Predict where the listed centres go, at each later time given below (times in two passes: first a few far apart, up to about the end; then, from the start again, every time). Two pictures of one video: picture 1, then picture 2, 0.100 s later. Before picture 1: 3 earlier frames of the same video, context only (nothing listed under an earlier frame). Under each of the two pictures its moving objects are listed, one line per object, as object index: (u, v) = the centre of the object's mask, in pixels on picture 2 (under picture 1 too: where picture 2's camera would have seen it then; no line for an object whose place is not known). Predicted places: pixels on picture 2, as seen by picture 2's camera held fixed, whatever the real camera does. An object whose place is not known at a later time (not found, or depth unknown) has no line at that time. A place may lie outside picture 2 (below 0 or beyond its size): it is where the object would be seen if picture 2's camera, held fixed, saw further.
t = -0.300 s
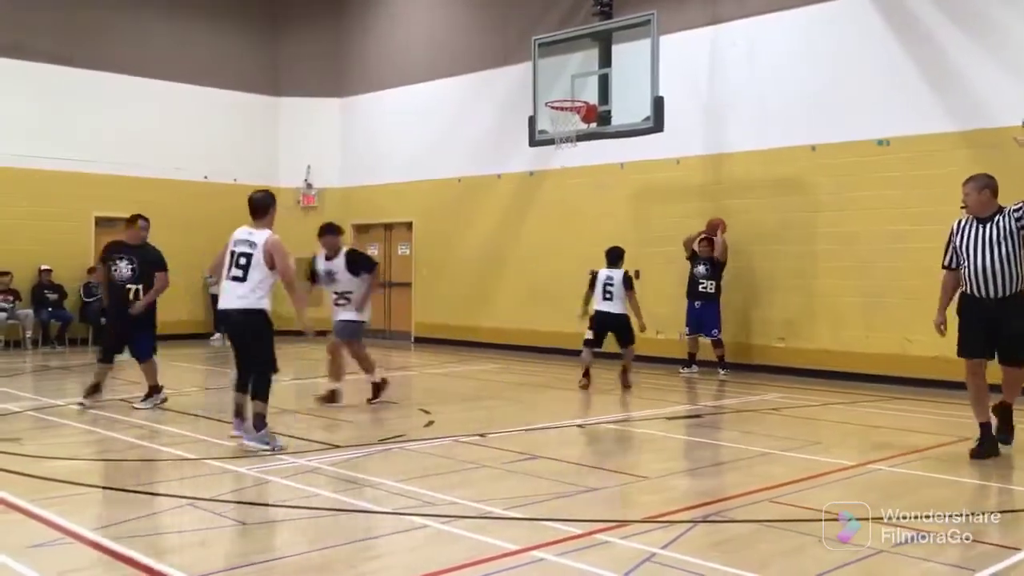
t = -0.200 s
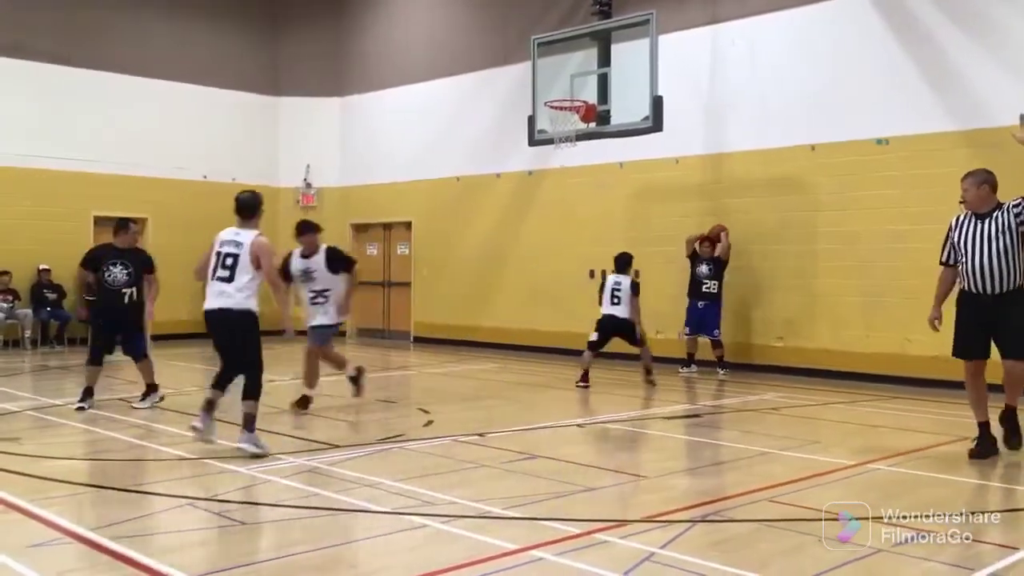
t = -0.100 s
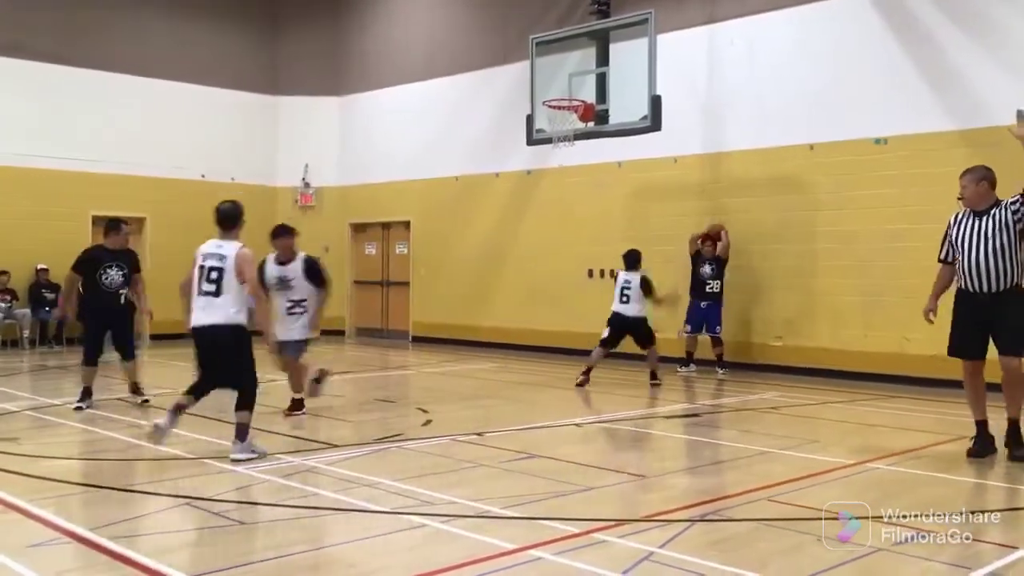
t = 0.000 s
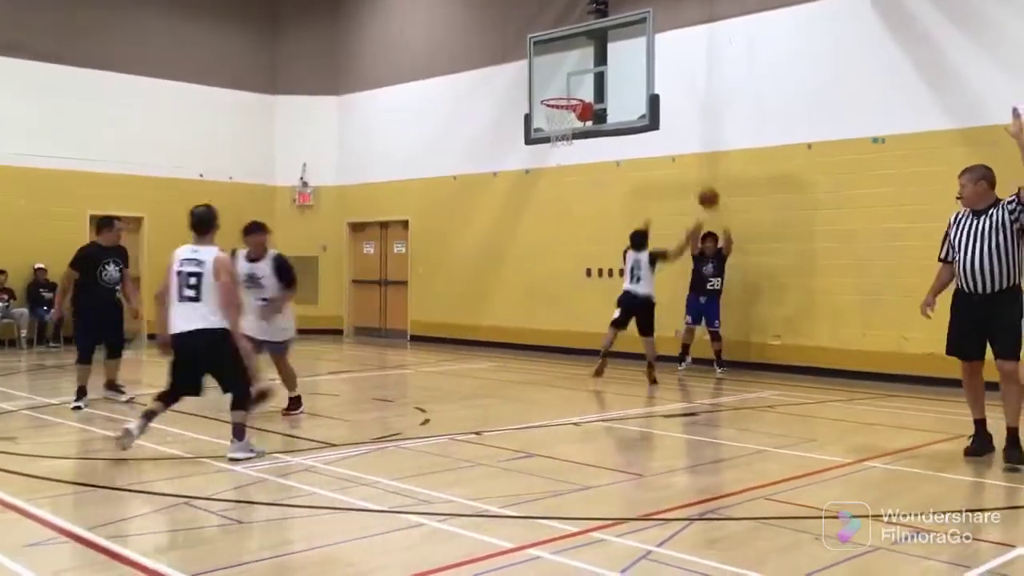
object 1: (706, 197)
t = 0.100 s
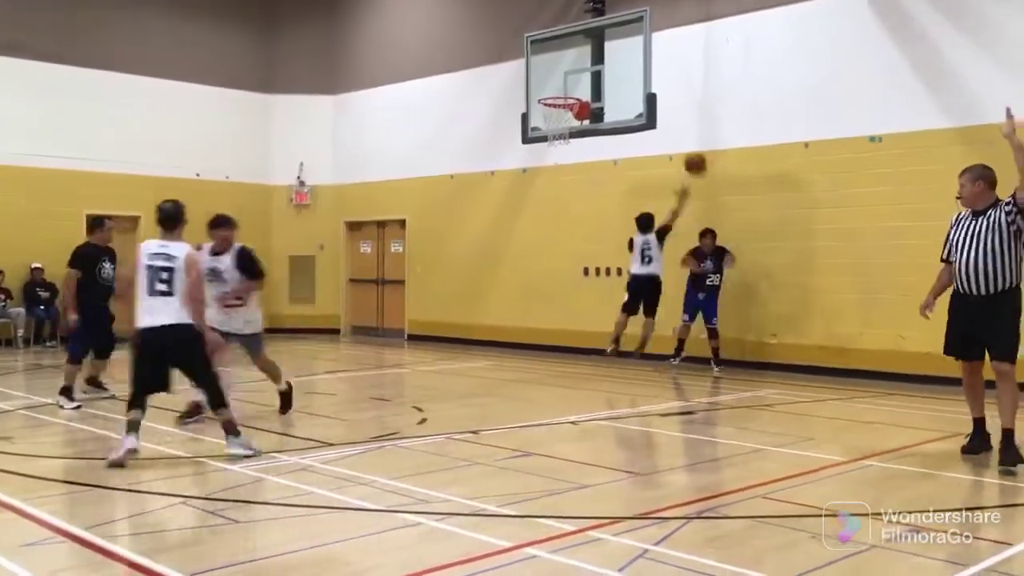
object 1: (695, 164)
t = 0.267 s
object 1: (673, 119)
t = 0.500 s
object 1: (628, 88)
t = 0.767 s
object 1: (513, 152)
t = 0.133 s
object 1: (691, 154)
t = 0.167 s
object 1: (687, 144)
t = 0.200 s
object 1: (682, 135)
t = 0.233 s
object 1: (677, 126)
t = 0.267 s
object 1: (673, 119)
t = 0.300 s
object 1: (669, 112)
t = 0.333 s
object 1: (663, 105)
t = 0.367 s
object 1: (657, 100)
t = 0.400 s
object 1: (651, 95)
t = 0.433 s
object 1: (644, 92)
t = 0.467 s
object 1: (636, 89)
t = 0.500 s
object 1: (628, 88)
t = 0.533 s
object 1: (620, 87)
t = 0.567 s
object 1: (610, 89)
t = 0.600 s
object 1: (598, 92)
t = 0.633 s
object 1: (585, 99)
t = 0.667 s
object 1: (570, 106)
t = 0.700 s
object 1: (554, 118)
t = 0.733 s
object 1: (535, 132)
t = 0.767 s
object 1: (513, 152)
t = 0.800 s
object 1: (489, 175)
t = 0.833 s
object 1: (458, 208)
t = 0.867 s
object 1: (428, 248)
